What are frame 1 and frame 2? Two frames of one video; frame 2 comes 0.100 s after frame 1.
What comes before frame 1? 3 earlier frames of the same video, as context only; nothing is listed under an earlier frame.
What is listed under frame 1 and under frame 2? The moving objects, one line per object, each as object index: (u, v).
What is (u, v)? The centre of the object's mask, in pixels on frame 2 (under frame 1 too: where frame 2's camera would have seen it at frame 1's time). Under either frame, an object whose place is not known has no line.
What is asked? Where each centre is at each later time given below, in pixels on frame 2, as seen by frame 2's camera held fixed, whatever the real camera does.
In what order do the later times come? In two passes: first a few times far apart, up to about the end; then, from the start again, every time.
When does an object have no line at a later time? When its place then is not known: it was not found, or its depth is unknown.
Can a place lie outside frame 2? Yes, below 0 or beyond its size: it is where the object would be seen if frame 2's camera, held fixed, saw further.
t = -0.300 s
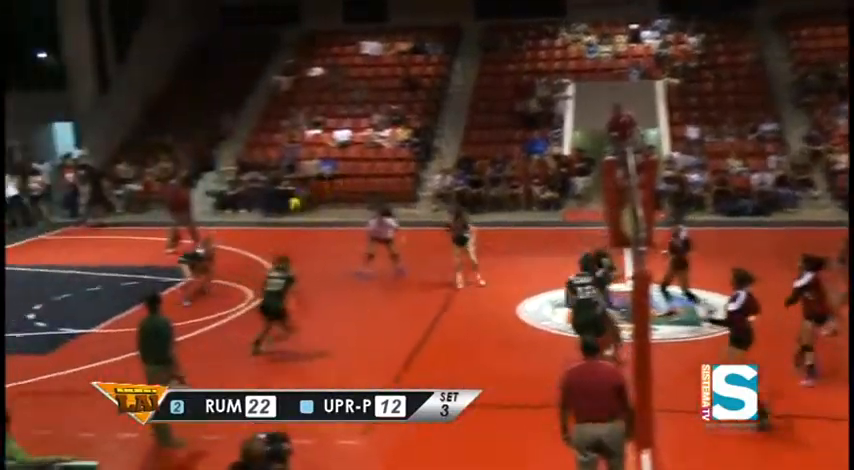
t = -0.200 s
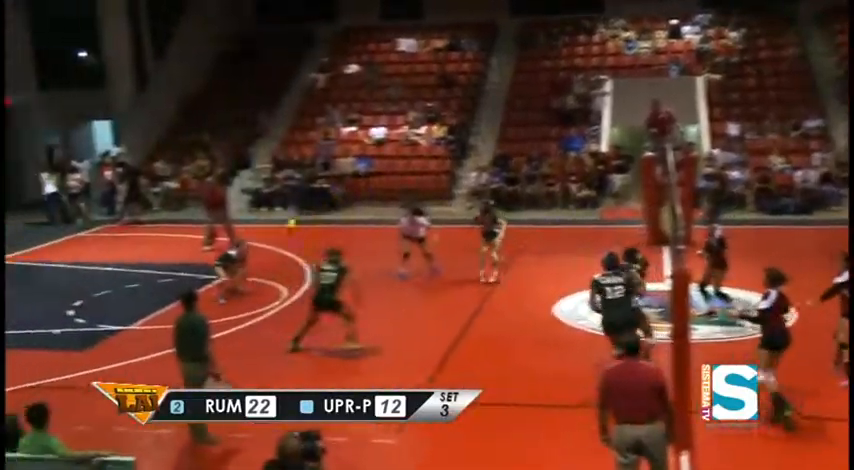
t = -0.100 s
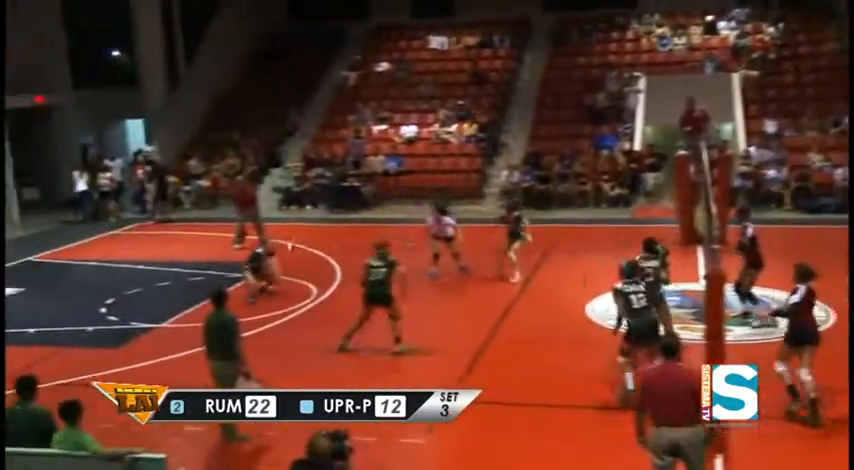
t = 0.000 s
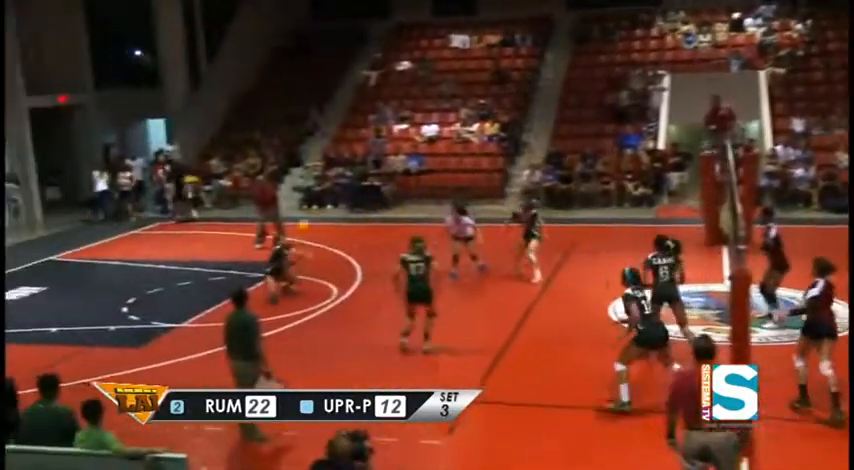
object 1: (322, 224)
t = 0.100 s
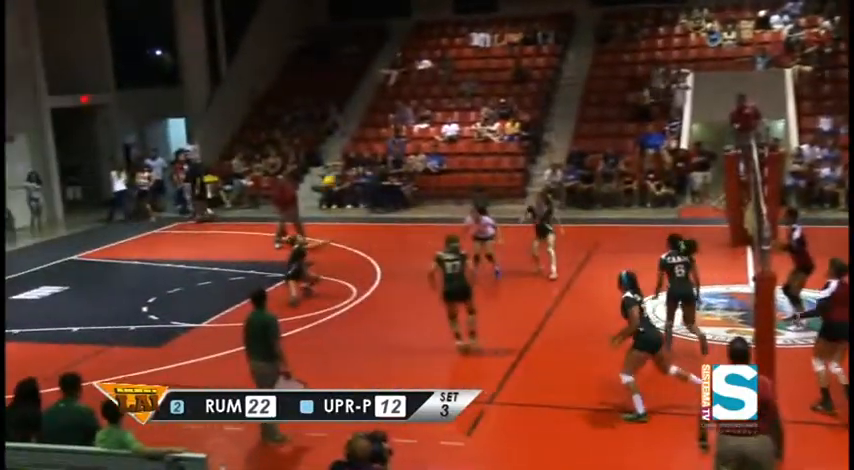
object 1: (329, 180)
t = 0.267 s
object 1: (340, 117)
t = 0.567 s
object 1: (362, 39)
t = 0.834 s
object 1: (385, 15)
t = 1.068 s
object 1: (407, 31)
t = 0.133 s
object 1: (330, 166)
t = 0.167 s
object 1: (332, 153)
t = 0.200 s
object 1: (335, 139)
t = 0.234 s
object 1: (337, 128)
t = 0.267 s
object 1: (340, 117)
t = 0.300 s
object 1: (342, 105)
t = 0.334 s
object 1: (344, 95)
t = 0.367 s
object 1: (346, 84)
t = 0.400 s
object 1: (349, 75)
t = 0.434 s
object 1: (351, 67)
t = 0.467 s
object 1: (353, 59)
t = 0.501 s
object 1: (356, 52)
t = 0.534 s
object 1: (359, 45)
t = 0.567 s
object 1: (362, 39)
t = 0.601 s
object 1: (364, 34)
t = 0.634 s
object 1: (367, 29)
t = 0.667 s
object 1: (369, 25)
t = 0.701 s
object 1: (373, 22)
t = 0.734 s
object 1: (375, 20)
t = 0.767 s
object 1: (379, 17)
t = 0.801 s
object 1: (382, 16)
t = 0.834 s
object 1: (385, 15)
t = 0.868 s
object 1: (387, 16)
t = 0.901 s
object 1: (389, 17)
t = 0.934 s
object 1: (393, 18)
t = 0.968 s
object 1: (396, 21)
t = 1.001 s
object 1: (399, 23)
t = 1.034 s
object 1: (403, 27)
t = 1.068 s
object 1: (407, 31)
